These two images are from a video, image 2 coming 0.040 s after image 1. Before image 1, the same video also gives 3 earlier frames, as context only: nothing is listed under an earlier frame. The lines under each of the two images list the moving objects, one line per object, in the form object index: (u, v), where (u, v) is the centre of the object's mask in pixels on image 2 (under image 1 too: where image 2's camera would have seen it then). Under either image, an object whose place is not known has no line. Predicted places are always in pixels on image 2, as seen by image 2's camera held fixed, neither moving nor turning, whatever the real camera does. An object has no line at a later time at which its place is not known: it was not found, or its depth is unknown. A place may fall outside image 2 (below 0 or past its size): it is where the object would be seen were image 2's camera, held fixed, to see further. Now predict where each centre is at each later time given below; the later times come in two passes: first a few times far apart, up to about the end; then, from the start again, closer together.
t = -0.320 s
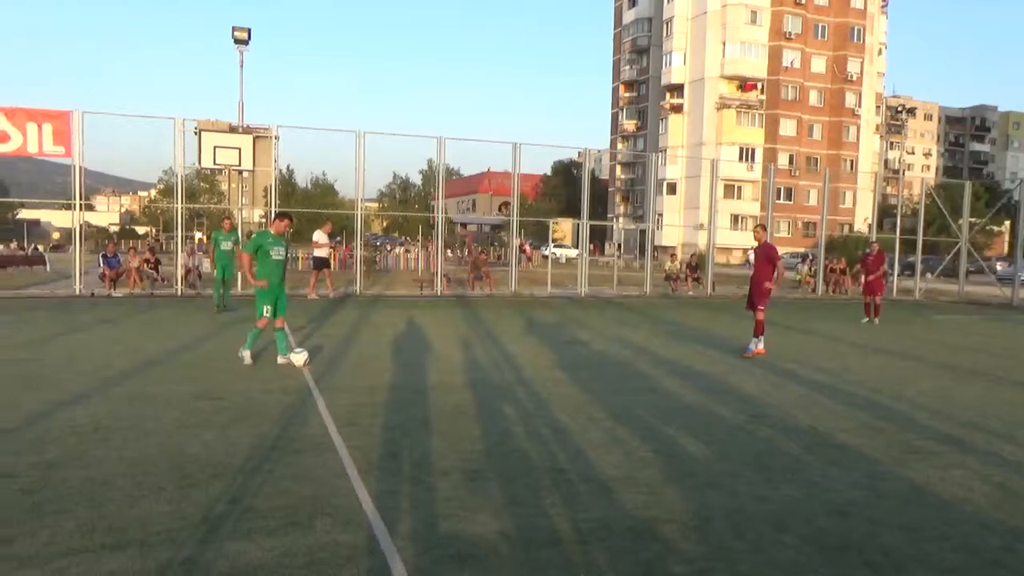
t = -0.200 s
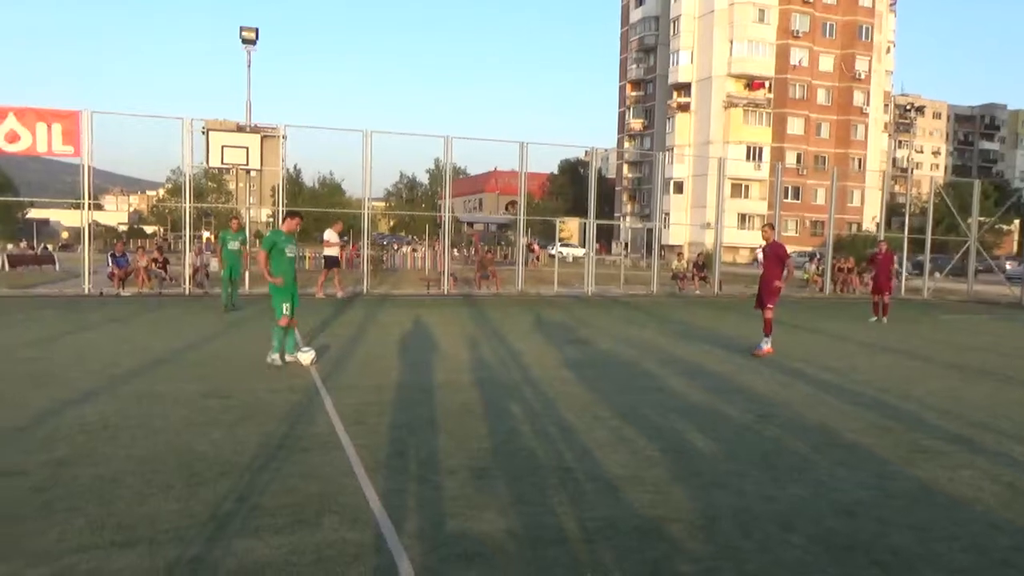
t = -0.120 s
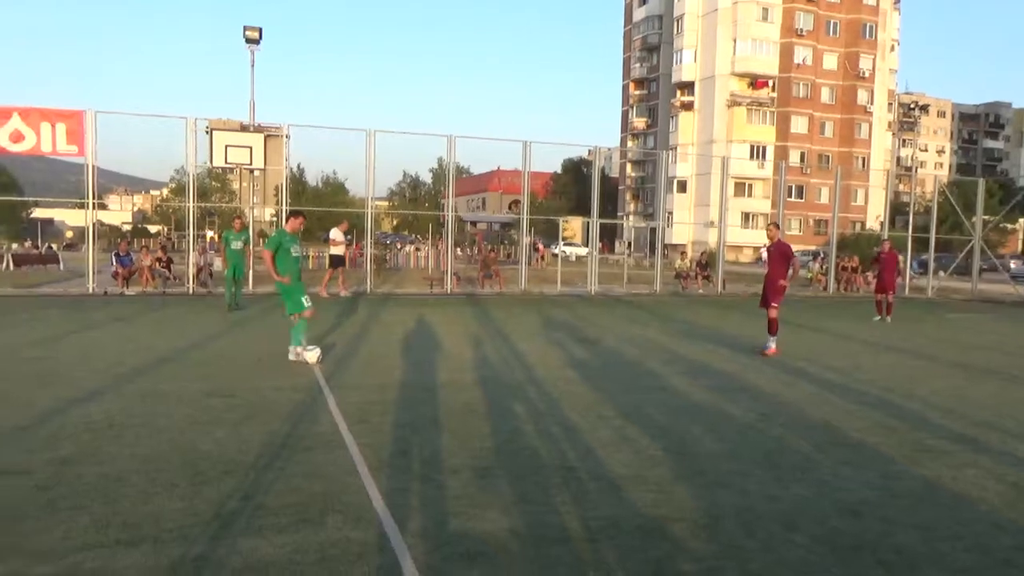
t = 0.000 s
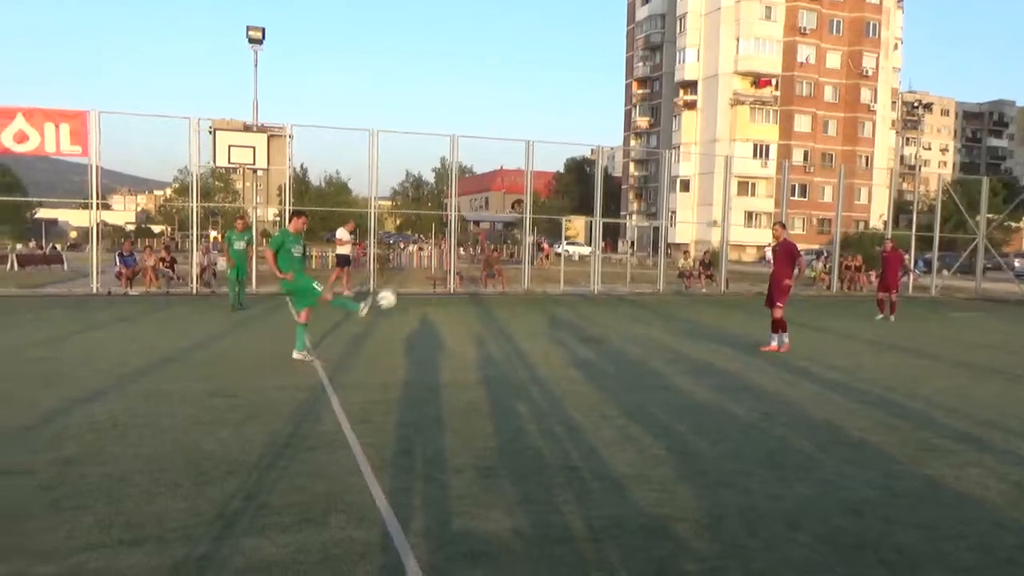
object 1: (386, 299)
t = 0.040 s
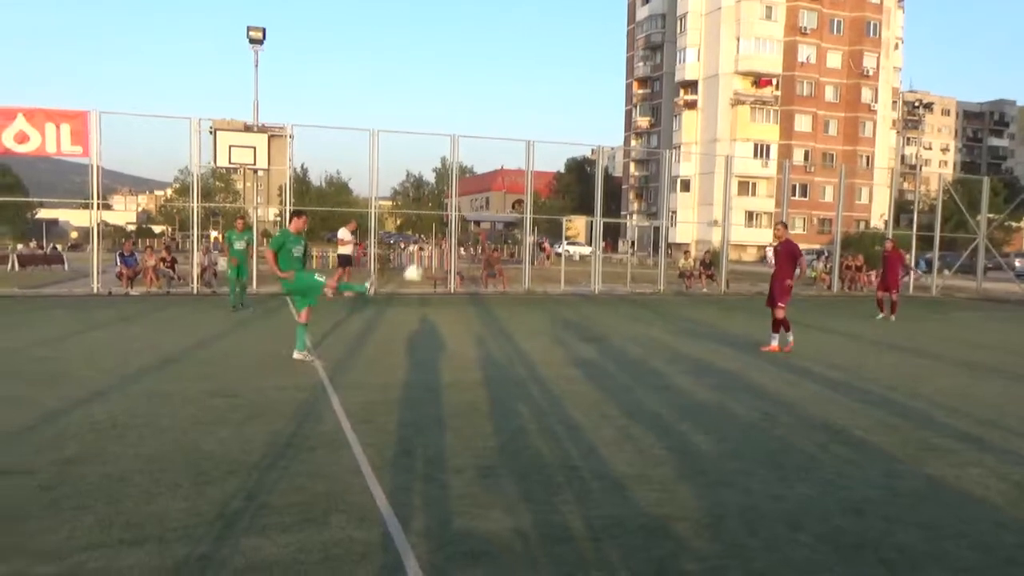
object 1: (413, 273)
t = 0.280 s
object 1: (569, 147)
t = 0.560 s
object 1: (749, 63)
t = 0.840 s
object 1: (921, 48)
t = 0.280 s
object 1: (569, 147)
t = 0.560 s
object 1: (749, 63)
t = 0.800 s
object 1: (895, 46)
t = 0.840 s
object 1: (921, 48)
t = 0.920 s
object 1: (967, 56)
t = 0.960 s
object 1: (989, 64)
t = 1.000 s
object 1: (1011, 72)
